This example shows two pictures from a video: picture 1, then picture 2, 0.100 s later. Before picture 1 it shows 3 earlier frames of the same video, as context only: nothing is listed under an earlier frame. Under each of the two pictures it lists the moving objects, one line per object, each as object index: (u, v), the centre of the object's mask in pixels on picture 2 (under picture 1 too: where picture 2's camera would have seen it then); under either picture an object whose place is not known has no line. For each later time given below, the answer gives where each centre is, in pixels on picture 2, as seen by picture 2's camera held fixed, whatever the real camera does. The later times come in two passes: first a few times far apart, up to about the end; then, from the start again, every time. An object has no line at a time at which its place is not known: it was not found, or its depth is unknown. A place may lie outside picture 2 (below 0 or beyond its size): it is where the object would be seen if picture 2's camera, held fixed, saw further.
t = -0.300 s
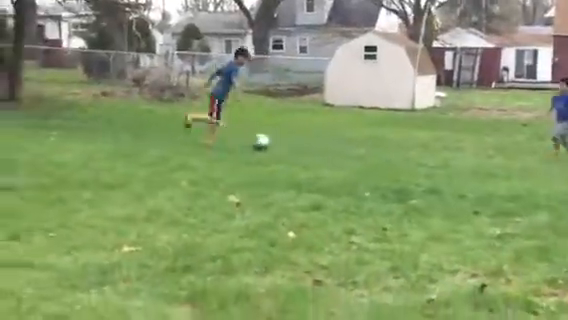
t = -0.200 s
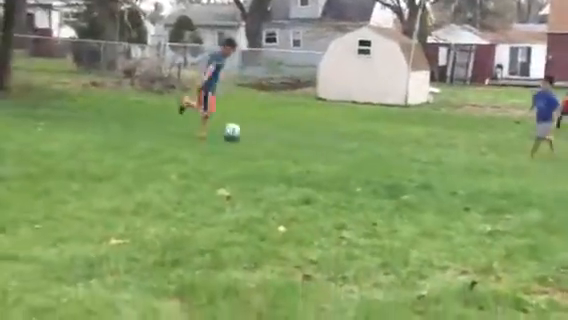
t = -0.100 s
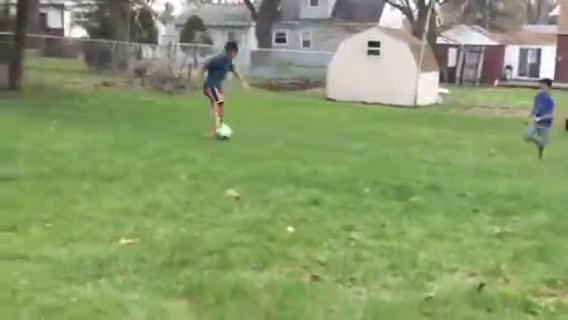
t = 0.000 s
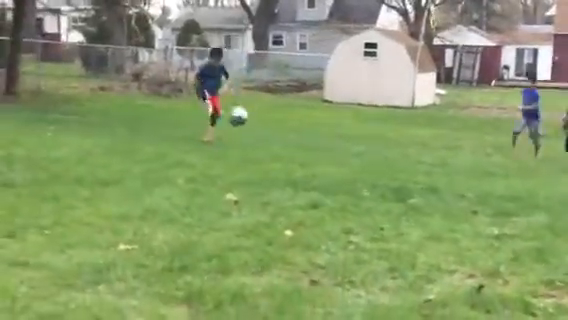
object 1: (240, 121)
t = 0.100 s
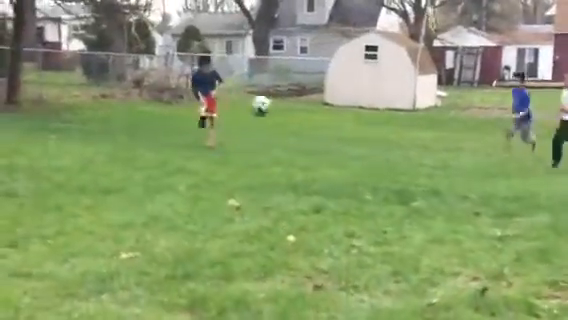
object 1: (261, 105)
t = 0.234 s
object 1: (292, 97)
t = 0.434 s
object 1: (357, 122)
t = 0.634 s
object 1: (437, 175)
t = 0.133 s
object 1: (267, 102)
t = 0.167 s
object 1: (275, 98)
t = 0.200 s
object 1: (283, 97)
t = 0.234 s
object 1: (292, 97)
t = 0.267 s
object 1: (300, 97)
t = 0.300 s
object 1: (312, 100)
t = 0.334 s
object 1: (322, 102)
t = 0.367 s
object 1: (333, 106)
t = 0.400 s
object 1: (345, 113)
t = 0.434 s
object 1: (357, 122)
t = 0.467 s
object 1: (371, 133)
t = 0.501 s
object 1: (386, 147)
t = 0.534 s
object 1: (402, 163)
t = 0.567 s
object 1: (420, 181)
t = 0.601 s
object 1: (431, 185)
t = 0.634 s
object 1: (437, 175)
